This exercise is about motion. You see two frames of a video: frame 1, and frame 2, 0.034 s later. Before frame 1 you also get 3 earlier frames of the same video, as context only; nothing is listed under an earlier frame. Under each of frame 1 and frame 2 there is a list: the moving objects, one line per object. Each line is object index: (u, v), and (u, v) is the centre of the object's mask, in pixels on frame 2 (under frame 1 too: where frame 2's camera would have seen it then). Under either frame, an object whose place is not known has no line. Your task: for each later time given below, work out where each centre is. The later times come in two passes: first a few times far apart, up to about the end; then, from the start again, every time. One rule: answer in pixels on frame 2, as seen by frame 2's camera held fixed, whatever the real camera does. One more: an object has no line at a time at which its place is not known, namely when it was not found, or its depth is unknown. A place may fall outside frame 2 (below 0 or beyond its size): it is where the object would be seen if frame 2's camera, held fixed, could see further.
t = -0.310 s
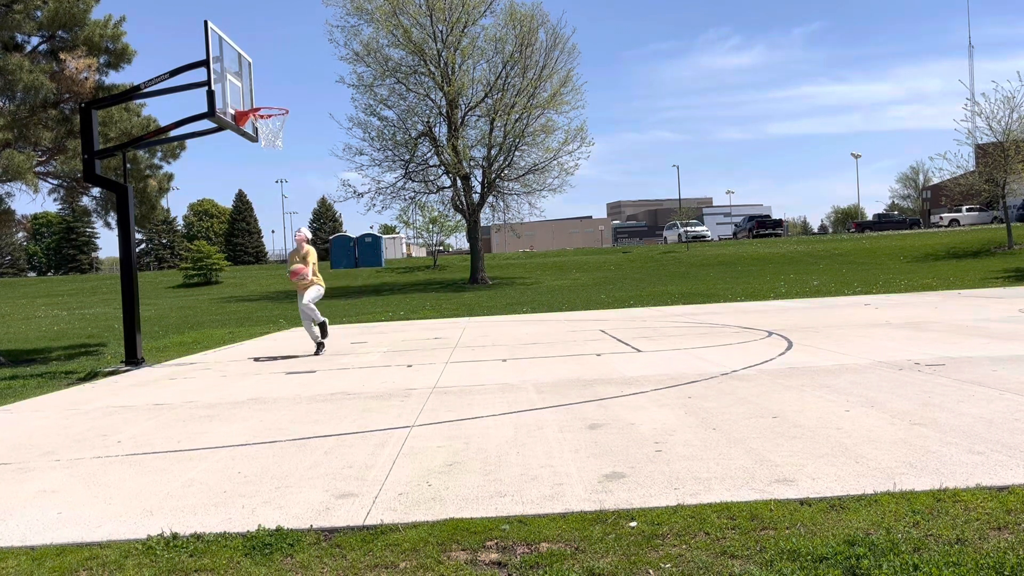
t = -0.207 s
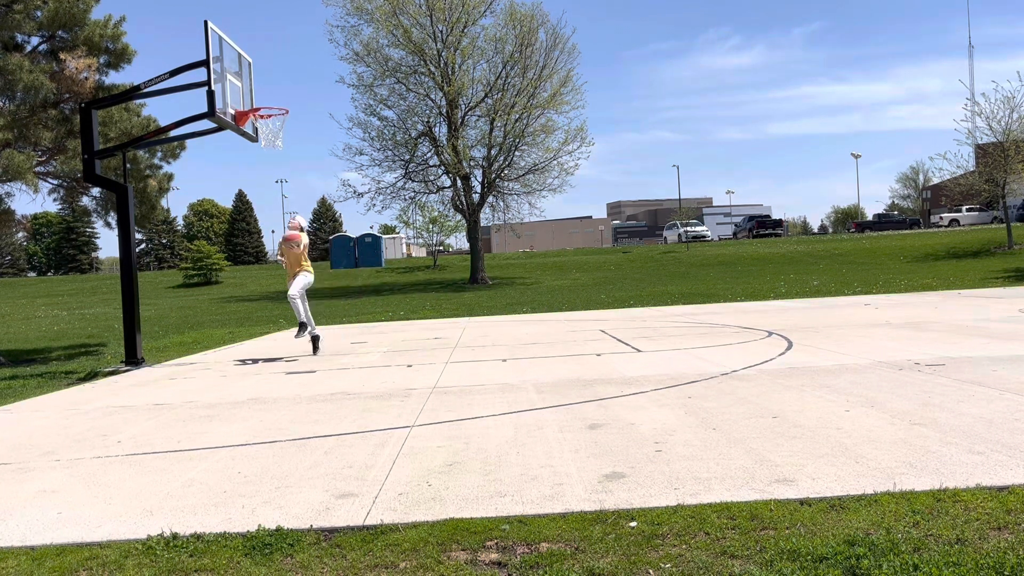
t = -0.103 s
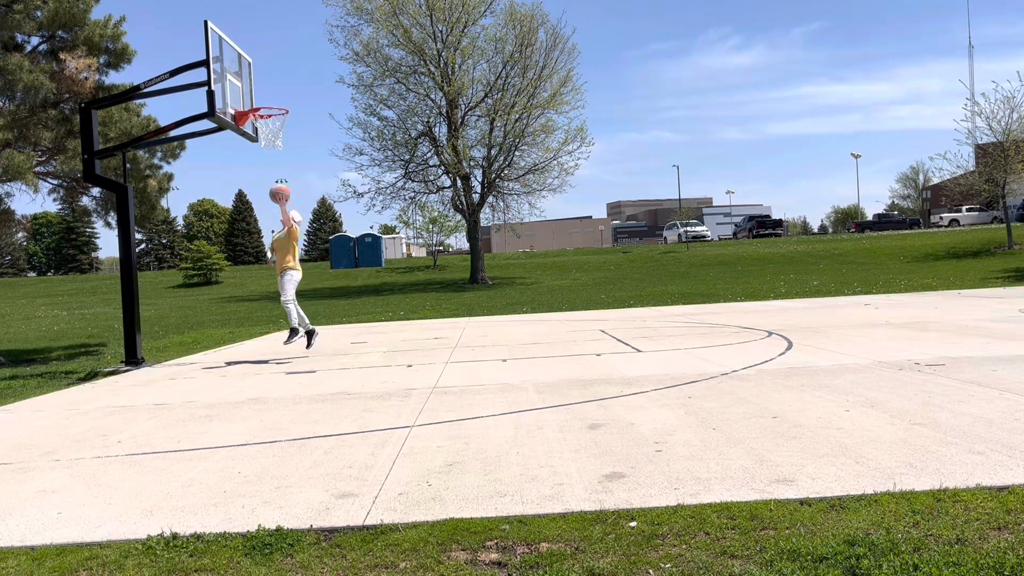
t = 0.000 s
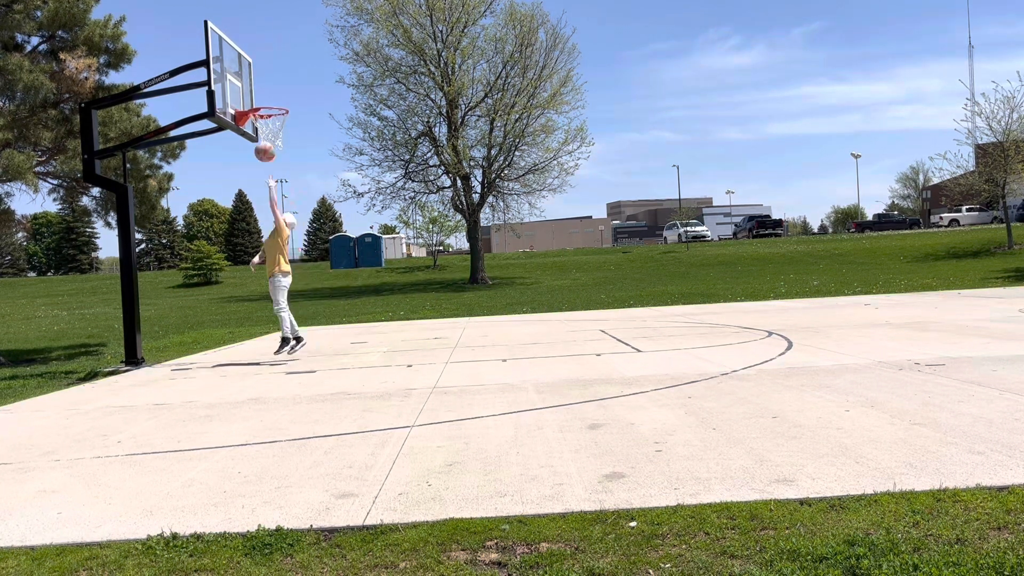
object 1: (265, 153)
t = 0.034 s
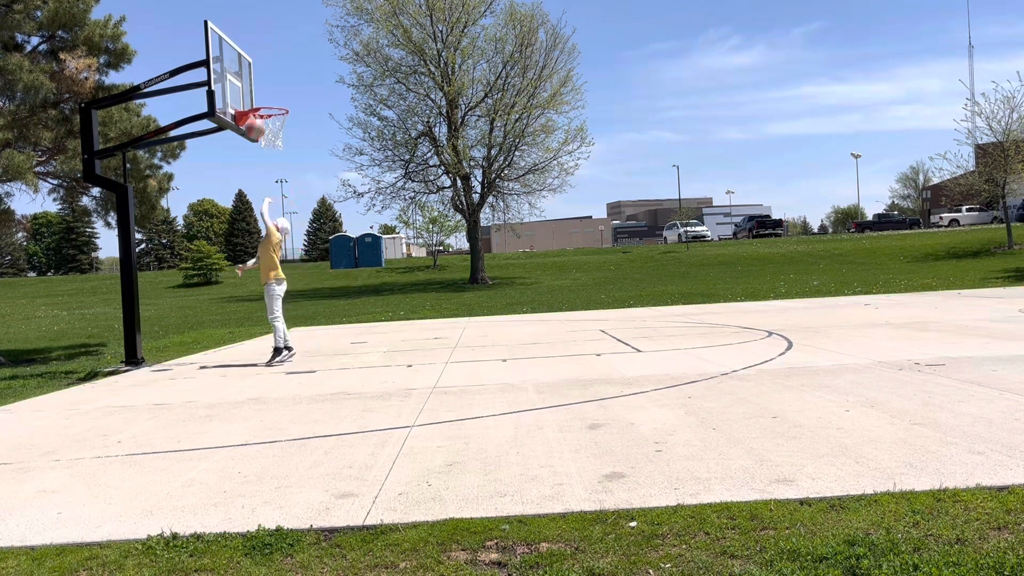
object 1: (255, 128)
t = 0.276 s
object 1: (238, 86)
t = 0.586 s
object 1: (279, 120)
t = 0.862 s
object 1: (318, 208)
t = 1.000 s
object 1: (338, 271)
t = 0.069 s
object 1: (250, 119)
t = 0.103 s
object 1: (245, 110)
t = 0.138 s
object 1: (240, 102)
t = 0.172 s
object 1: (236, 95)
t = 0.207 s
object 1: (231, 88)
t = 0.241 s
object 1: (234, 86)
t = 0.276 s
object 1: (238, 86)
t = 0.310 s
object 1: (242, 86)
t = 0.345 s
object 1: (247, 86)
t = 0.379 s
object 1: (252, 89)
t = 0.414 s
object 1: (256, 92)
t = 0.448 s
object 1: (261, 95)
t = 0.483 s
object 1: (265, 100)
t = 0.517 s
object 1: (269, 106)
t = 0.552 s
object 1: (274, 112)
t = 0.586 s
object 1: (279, 120)
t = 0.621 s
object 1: (283, 128)
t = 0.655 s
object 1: (288, 136)
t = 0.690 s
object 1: (293, 146)
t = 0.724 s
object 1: (298, 157)
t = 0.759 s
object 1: (303, 168)
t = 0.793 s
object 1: (308, 181)
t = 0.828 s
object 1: (312, 194)
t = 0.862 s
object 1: (318, 208)
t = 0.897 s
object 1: (323, 223)
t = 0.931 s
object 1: (328, 238)
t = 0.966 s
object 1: (333, 255)
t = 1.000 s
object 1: (338, 271)
